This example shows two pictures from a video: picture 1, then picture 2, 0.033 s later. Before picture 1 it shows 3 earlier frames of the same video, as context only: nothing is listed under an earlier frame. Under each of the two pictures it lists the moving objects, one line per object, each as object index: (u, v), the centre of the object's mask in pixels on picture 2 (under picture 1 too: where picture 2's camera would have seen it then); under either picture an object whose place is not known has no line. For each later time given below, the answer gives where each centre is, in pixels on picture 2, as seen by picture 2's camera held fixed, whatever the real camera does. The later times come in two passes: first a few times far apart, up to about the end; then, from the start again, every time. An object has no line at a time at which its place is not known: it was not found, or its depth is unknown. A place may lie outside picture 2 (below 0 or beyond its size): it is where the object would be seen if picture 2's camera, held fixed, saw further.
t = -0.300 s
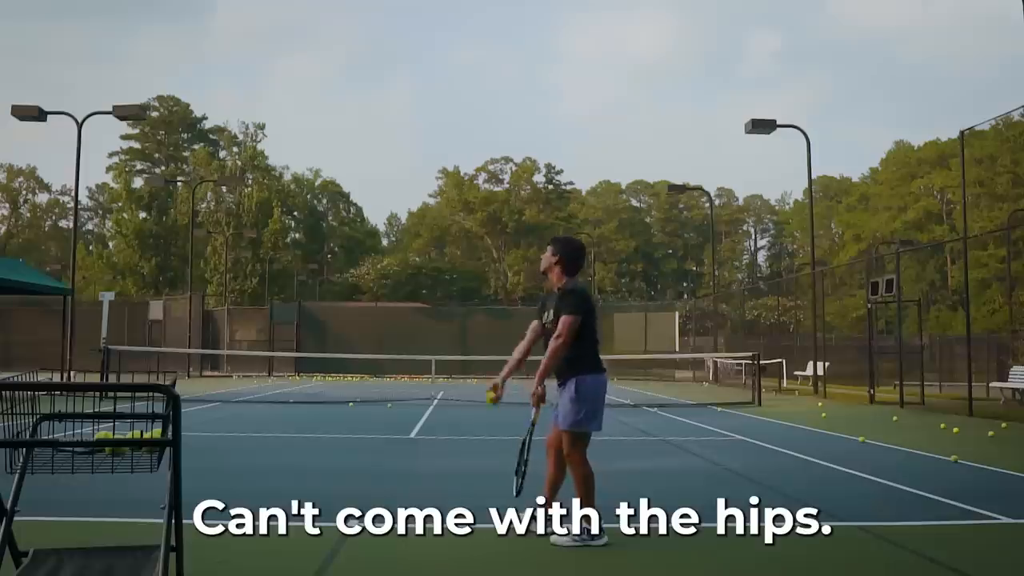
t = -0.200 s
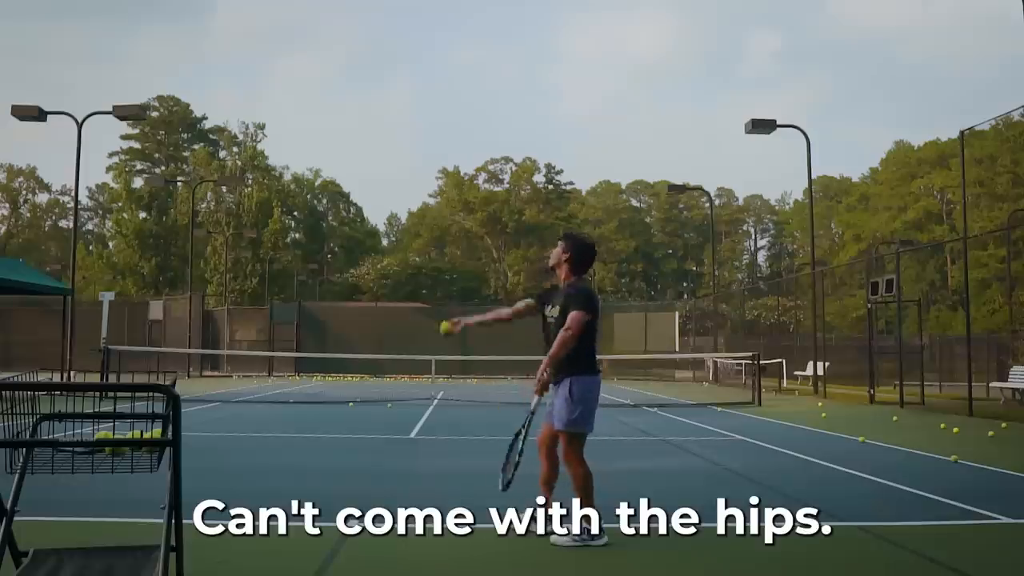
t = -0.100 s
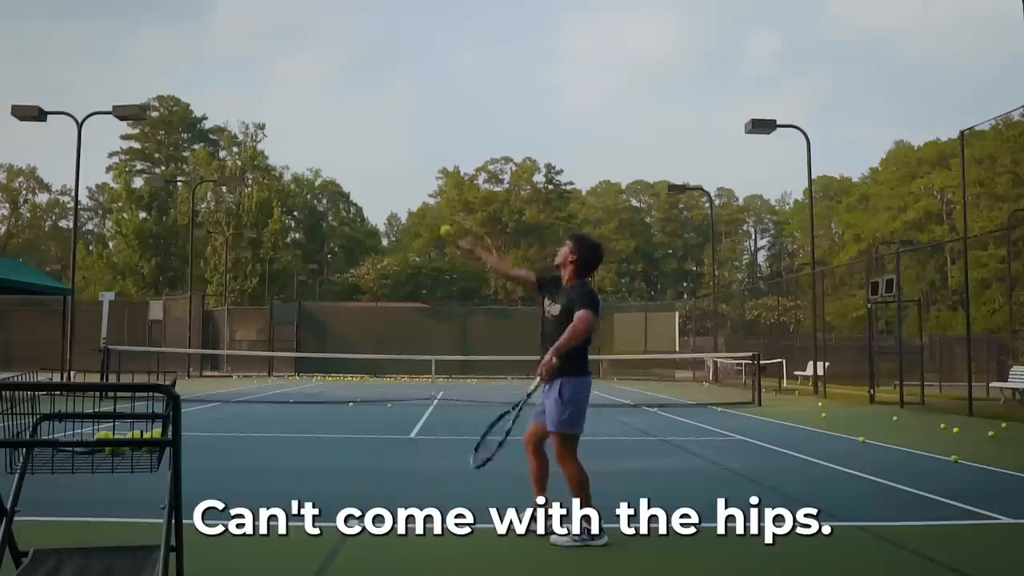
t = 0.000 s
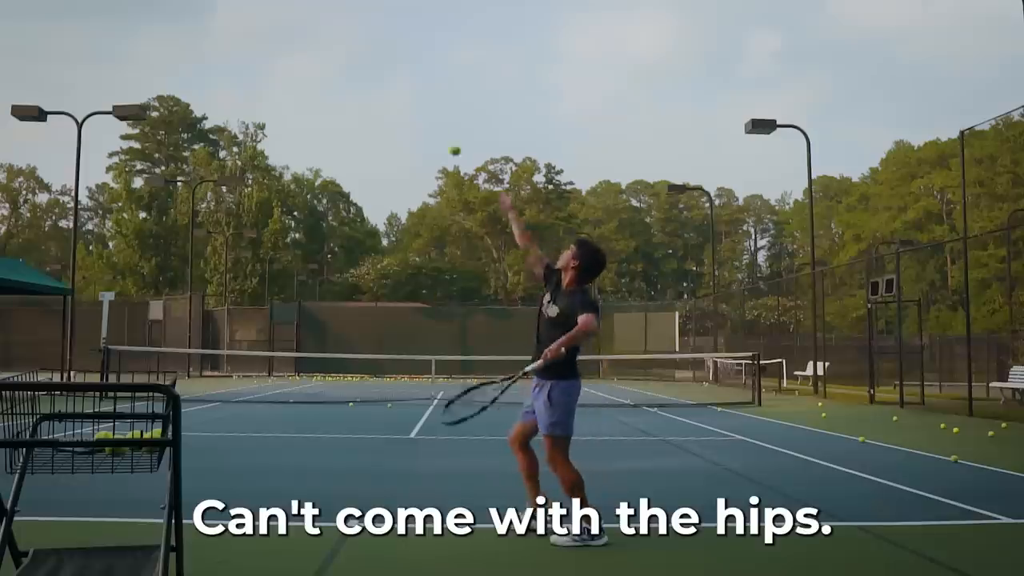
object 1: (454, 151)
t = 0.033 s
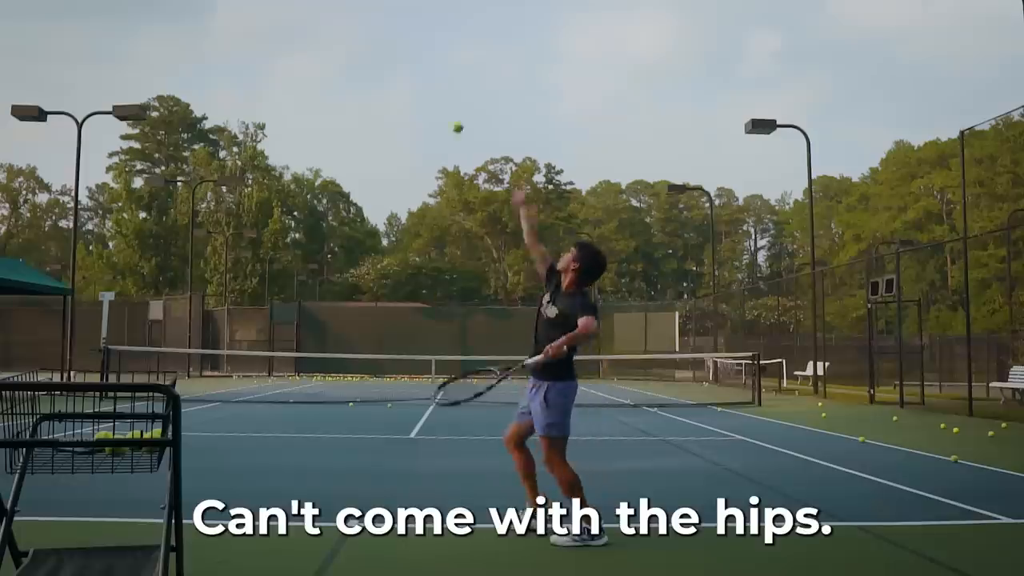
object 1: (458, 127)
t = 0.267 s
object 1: (476, 25)
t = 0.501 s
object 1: (492, 11)
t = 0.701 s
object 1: (505, 63)
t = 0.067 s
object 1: (459, 107)
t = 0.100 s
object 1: (463, 88)
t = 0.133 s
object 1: (465, 72)
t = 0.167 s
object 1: (468, 57)
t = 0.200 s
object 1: (471, 44)
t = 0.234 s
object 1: (473, 34)
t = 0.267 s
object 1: (476, 25)
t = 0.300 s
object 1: (478, 18)
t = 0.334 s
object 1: (480, 12)
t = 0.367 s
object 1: (483, 9)
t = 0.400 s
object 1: (485, 7)
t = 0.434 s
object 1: (487, 7)
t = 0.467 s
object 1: (490, 7)
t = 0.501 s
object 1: (492, 11)
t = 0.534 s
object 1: (494, 15)
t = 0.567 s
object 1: (496, 22)
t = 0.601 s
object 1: (499, 30)
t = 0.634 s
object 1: (501, 39)
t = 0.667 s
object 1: (503, 49)
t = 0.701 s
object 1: (505, 63)
